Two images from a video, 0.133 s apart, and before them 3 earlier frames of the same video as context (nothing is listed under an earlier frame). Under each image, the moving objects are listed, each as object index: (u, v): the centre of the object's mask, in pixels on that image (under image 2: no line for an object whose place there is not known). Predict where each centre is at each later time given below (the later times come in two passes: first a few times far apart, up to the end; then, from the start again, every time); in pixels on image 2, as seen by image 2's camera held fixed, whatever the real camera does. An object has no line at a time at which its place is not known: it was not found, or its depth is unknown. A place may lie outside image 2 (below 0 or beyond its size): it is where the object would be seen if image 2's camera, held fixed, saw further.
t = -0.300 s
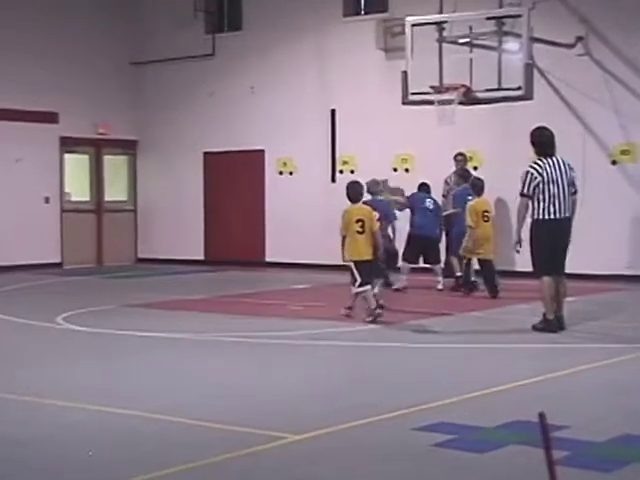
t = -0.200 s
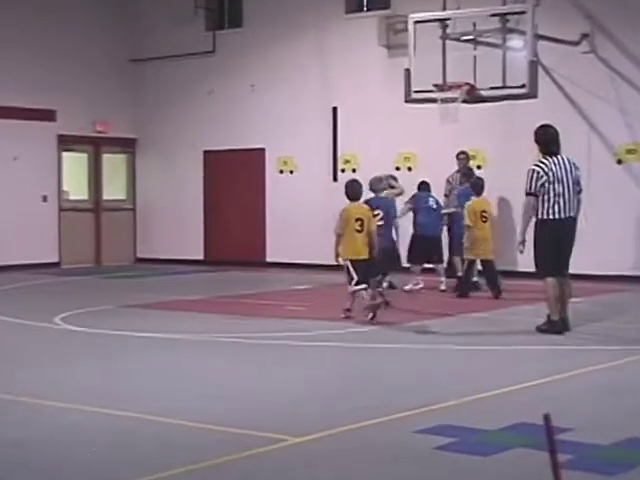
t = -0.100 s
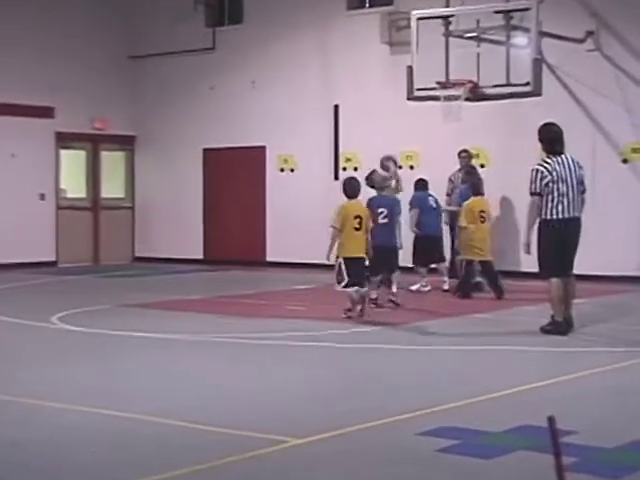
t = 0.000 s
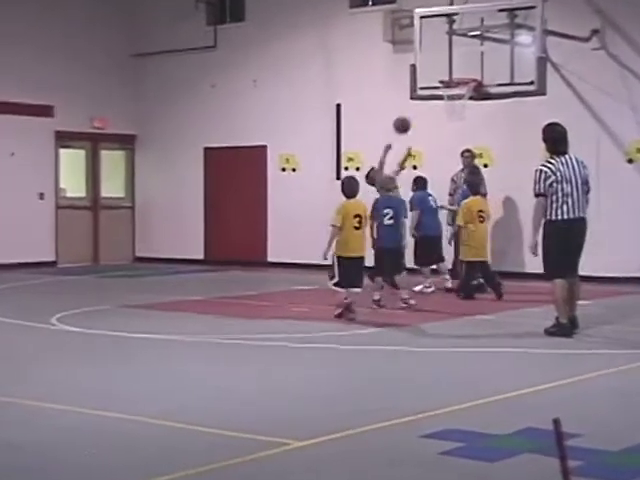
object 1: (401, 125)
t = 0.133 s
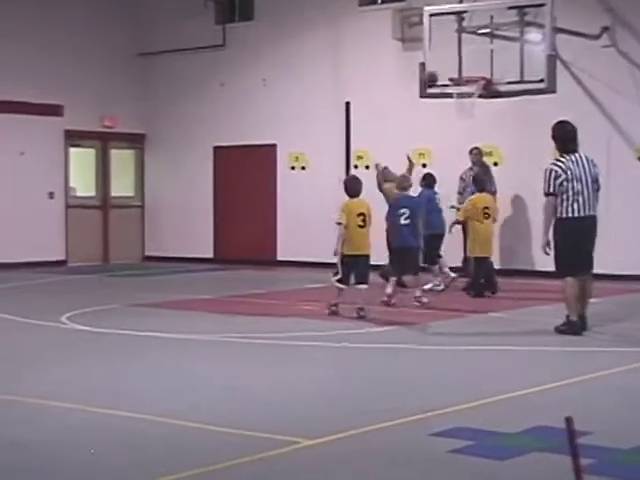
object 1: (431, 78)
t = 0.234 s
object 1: (442, 55)
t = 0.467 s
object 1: (473, 31)
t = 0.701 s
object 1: (498, 47)
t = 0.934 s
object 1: (516, 108)
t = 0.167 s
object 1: (433, 70)
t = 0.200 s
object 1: (438, 62)
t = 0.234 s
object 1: (442, 55)
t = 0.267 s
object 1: (447, 49)
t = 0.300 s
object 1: (451, 44)
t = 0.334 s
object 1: (456, 39)
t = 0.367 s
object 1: (459, 36)
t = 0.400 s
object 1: (465, 34)
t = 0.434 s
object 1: (468, 31)
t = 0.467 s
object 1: (473, 31)
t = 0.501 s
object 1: (477, 31)
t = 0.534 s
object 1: (482, 32)
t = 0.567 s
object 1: (486, 34)
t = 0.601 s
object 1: (490, 36)
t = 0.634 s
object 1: (493, 40)
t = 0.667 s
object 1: (496, 45)
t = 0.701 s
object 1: (498, 47)
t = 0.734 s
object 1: (501, 54)
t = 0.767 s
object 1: (504, 60)
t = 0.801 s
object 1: (507, 68)
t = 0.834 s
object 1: (509, 76)
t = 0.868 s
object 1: (511, 84)
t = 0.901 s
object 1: (514, 96)
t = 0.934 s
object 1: (516, 108)
